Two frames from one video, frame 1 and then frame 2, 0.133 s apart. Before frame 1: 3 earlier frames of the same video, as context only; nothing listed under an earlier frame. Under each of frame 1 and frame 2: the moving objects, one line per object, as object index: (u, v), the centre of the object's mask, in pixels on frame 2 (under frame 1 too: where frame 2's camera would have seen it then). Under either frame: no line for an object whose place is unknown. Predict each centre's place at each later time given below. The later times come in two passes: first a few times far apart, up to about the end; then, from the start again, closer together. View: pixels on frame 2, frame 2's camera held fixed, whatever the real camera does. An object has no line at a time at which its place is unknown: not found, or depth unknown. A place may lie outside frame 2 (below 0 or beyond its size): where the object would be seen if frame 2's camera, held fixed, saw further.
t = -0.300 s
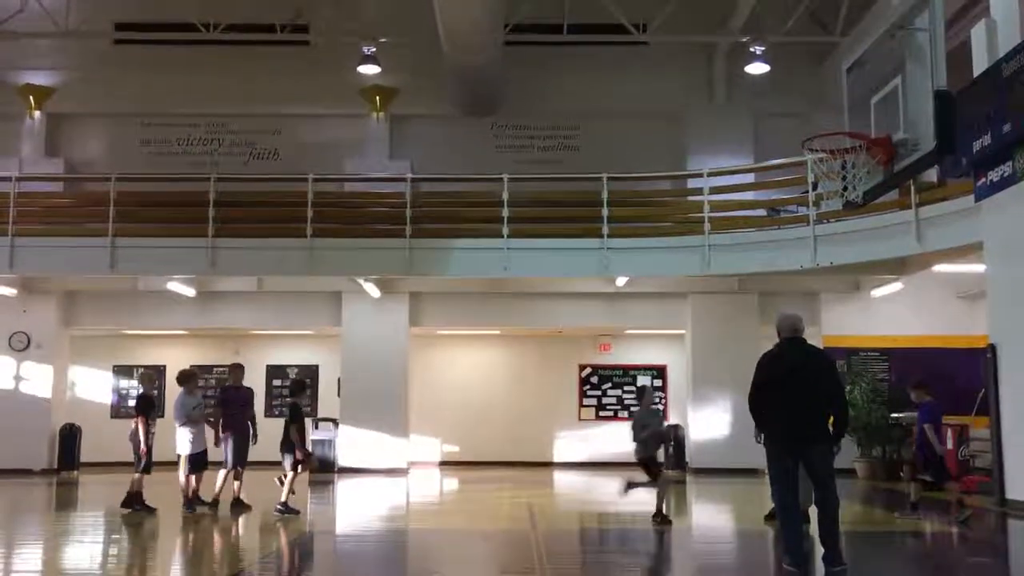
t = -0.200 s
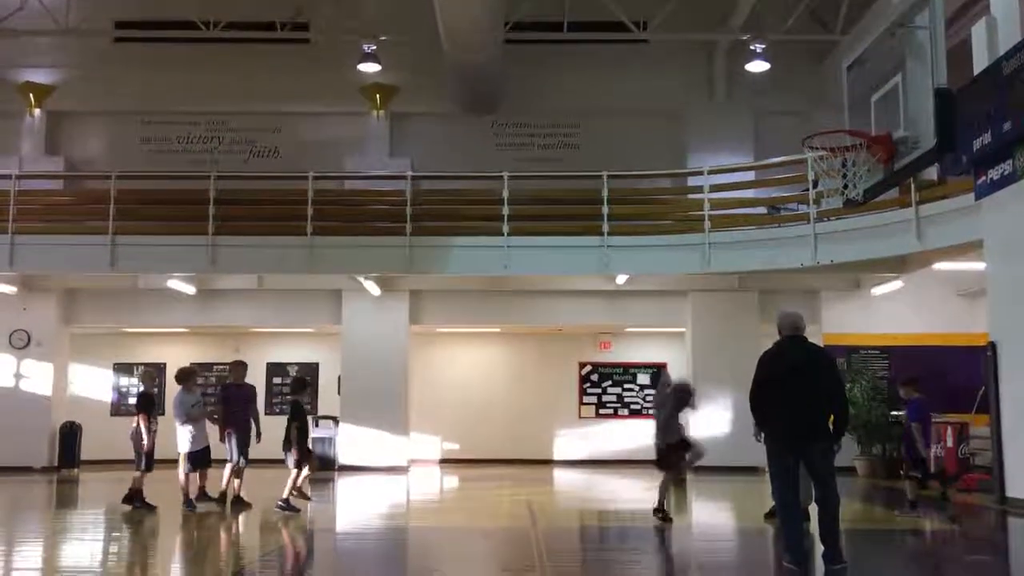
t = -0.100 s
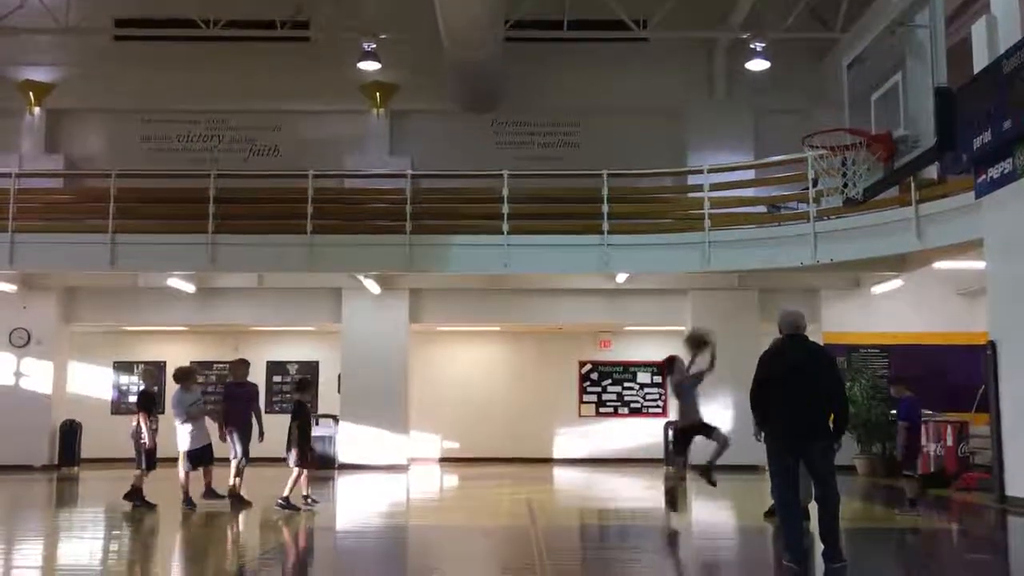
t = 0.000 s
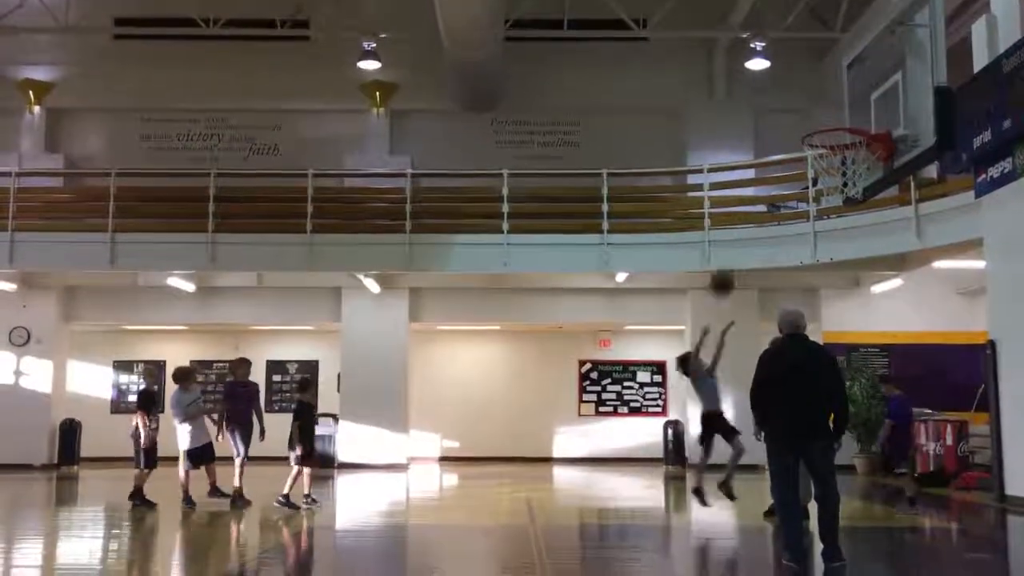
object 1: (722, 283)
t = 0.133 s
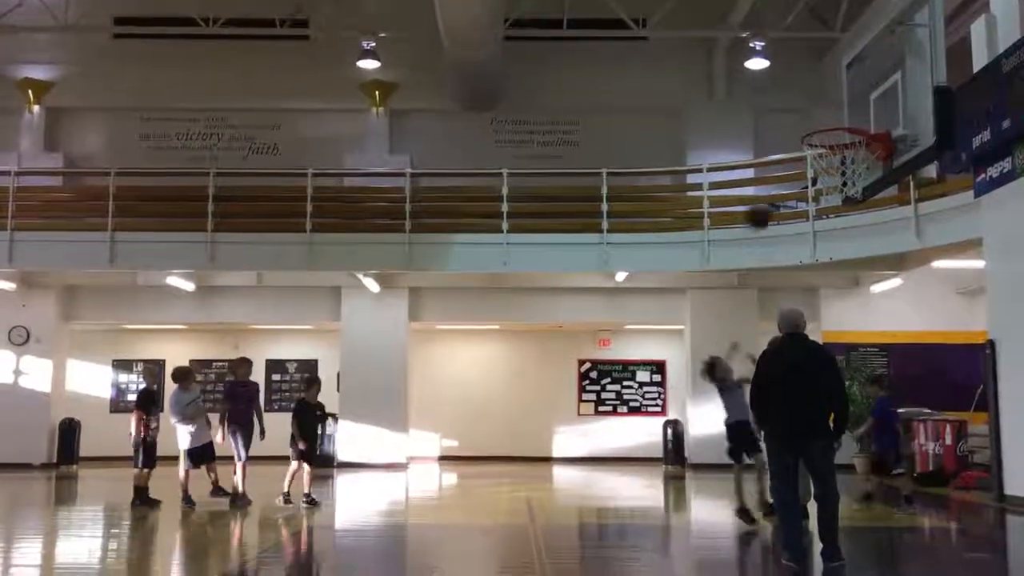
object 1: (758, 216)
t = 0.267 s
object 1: (798, 167)
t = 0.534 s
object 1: (842, 131)
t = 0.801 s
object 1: (803, 131)
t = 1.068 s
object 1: (770, 217)
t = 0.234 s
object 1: (788, 177)
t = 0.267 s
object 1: (798, 167)
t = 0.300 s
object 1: (804, 160)
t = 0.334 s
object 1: (822, 147)
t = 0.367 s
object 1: (832, 139)
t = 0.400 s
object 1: (844, 133)
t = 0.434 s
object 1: (854, 131)
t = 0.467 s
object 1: (851, 130)
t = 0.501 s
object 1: (846, 131)
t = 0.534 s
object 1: (842, 131)
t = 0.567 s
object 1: (834, 127)
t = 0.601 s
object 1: (829, 123)
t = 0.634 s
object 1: (824, 123)
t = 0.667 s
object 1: (819, 123)
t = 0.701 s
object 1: (815, 123)
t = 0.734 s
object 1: (811, 125)
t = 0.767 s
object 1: (807, 128)
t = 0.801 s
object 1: (803, 131)
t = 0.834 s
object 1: (797, 137)
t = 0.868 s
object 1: (793, 145)
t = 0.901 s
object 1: (790, 153)
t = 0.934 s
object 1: (786, 162)
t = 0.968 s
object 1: (783, 175)
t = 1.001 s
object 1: (778, 188)
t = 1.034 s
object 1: (774, 202)
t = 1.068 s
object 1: (770, 217)
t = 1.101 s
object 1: (766, 234)
